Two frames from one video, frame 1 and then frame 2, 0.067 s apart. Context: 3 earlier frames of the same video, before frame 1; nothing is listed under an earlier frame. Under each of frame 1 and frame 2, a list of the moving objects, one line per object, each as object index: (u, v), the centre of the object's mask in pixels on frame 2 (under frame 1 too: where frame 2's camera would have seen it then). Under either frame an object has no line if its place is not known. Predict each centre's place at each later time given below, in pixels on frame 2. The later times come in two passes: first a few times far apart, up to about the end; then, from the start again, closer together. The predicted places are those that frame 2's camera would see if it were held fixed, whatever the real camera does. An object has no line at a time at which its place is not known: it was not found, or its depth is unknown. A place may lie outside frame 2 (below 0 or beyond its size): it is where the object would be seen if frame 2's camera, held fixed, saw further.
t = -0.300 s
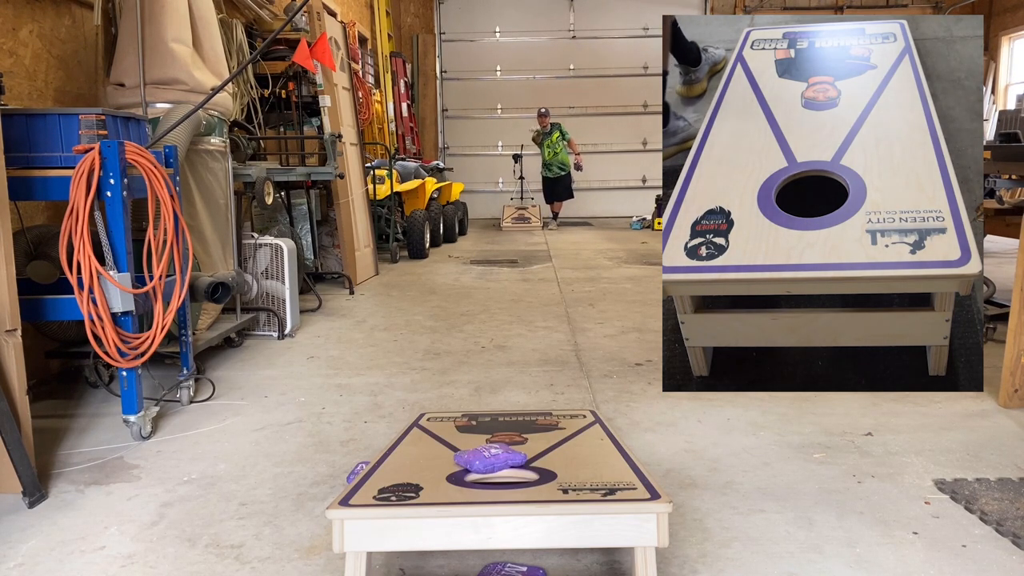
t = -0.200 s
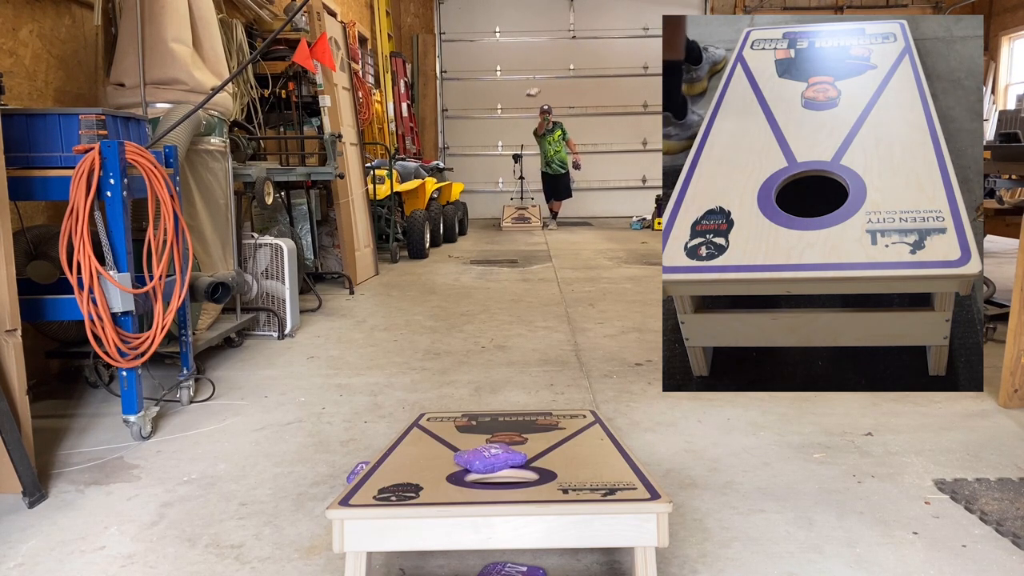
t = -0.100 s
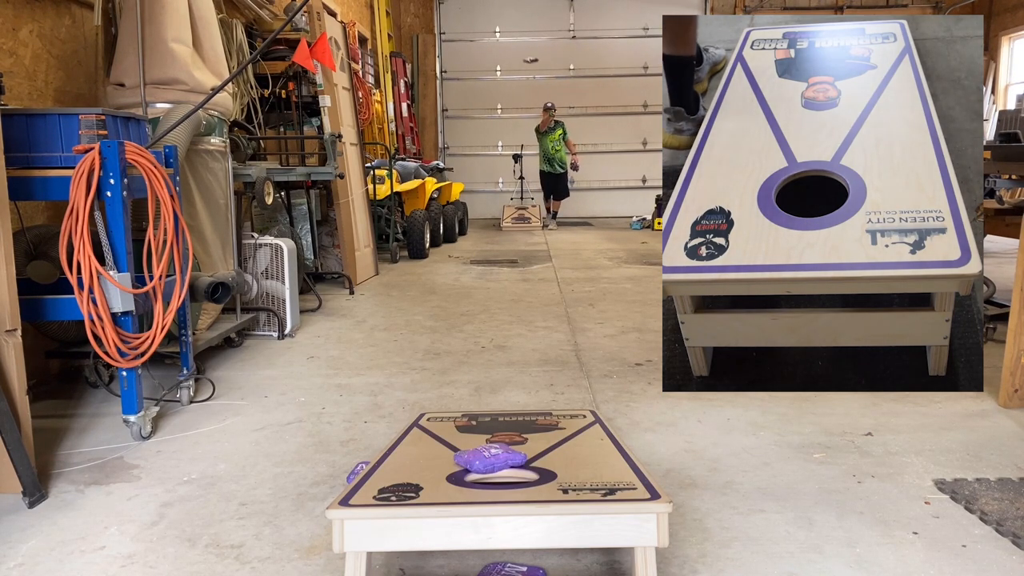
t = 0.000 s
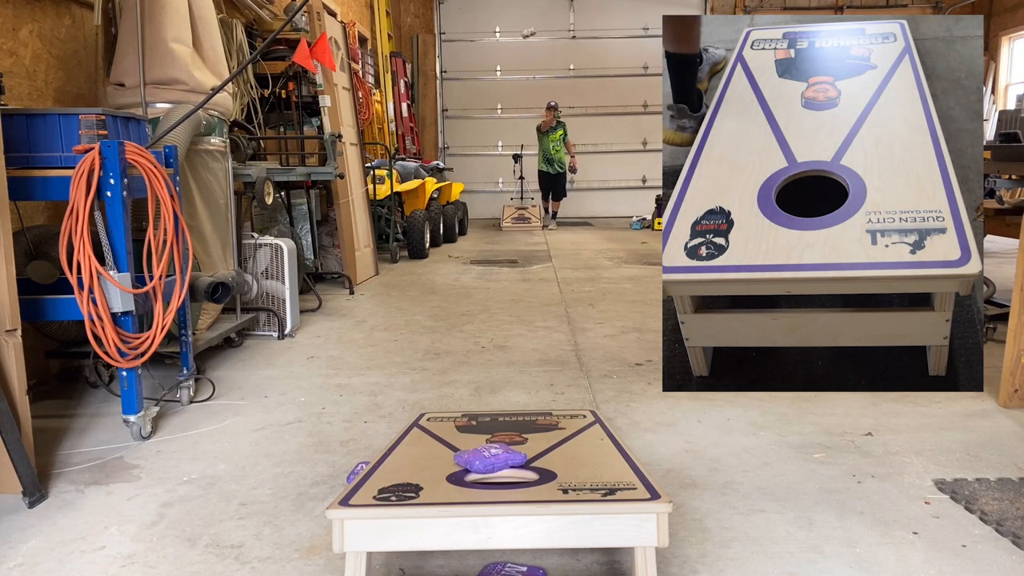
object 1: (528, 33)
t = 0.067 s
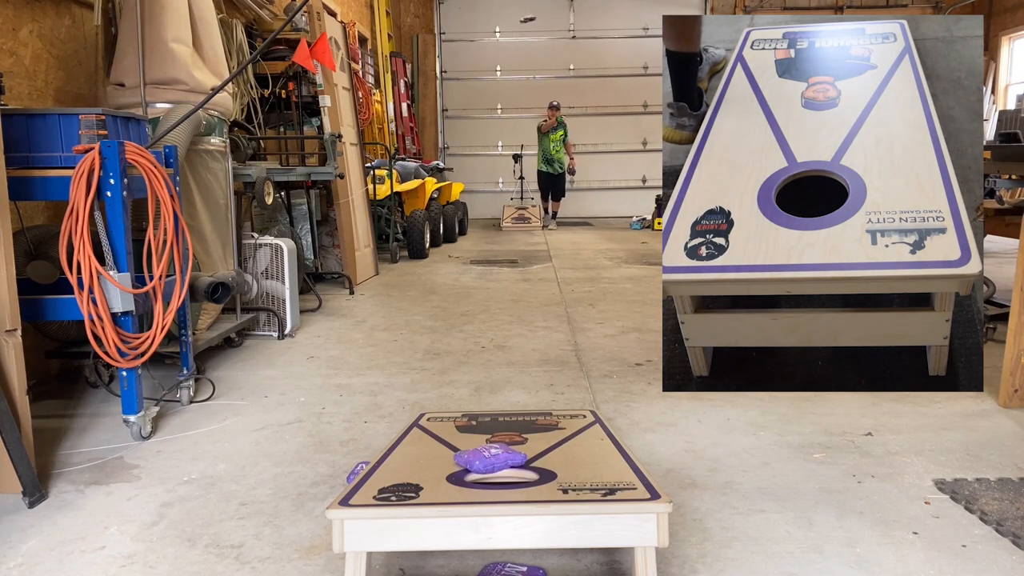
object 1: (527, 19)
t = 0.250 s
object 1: (523, 5)
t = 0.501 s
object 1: (516, 86)
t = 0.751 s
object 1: (505, 409)
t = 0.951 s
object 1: (519, 439)
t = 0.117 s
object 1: (526, 11)
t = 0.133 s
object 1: (526, 9)
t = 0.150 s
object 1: (526, 8)
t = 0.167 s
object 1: (525, 6)
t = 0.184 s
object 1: (524, 6)
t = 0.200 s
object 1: (524, 5)
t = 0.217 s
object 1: (523, 4)
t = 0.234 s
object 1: (523, 4)
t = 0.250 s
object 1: (523, 5)
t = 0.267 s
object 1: (523, 5)
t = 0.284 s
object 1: (522, 6)
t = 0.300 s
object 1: (522, 9)
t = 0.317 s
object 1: (521, 11)
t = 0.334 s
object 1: (521, 14)
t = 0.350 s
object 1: (520, 17)
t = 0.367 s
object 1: (520, 22)
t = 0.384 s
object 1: (520, 26)
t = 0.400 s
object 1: (520, 32)
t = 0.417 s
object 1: (519, 39)
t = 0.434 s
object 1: (518, 47)
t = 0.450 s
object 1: (518, 55)
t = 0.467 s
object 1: (516, 64)
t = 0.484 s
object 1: (517, 74)
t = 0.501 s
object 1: (516, 86)
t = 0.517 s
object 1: (515, 97)
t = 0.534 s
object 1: (515, 111)
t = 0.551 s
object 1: (514, 127)
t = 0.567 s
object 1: (513, 142)
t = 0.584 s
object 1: (511, 162)
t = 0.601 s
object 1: (511, 181)
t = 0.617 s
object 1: (511, 203)
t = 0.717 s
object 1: (503, 387)
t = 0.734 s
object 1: (505, 410)
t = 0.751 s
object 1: (505, 409)
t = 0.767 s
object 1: (506, 409)
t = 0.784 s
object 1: (506, 410)
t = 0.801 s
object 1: (507, 412)
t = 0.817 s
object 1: (508, 414)
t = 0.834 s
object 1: (509, 418)
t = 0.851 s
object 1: (510, 420)
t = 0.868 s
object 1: (511, 423)
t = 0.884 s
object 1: (512, 429)
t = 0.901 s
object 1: (513, 431)
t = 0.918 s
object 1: (514, 434)
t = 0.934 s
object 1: (516, 436)
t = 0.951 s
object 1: (519, 439)
